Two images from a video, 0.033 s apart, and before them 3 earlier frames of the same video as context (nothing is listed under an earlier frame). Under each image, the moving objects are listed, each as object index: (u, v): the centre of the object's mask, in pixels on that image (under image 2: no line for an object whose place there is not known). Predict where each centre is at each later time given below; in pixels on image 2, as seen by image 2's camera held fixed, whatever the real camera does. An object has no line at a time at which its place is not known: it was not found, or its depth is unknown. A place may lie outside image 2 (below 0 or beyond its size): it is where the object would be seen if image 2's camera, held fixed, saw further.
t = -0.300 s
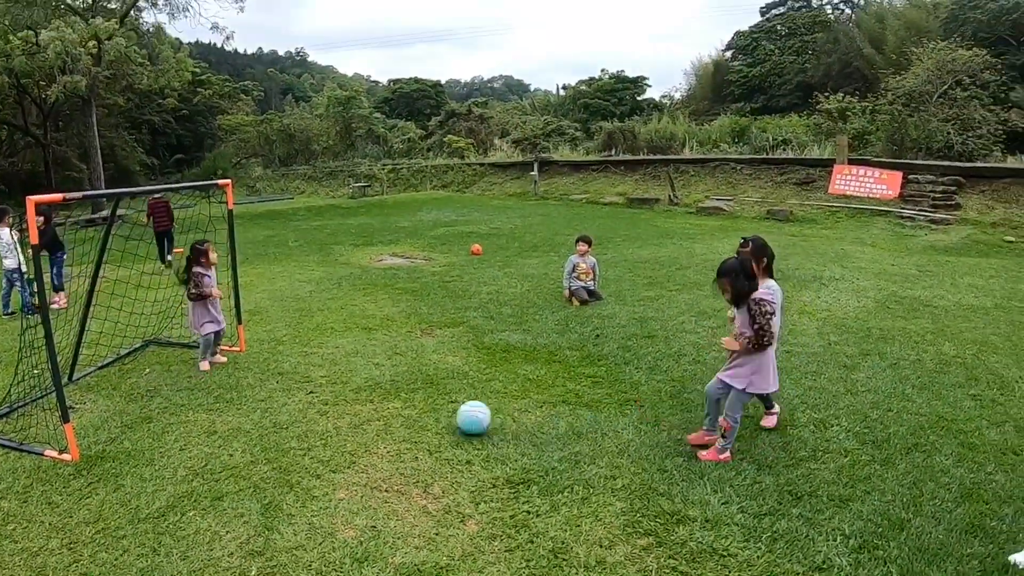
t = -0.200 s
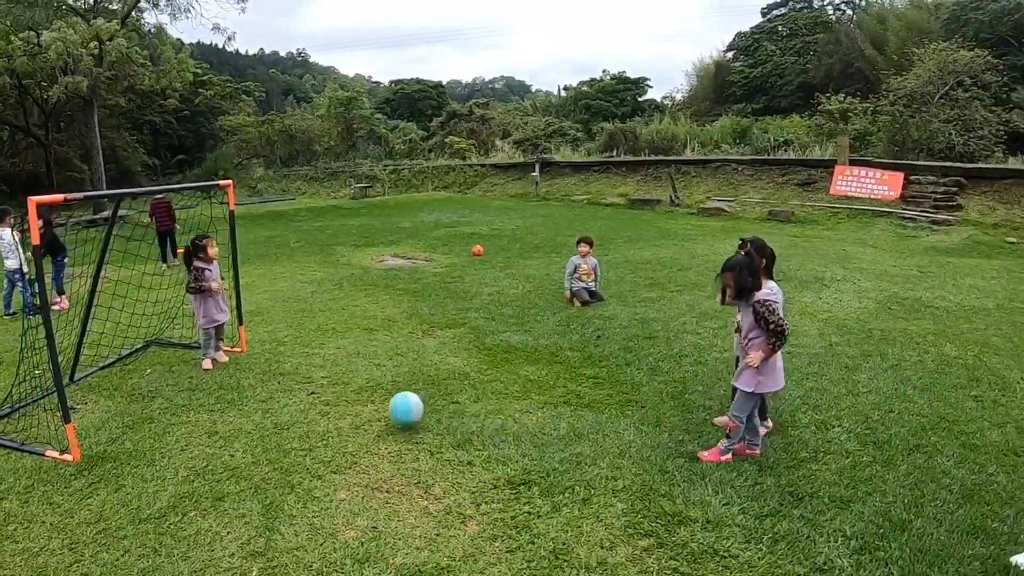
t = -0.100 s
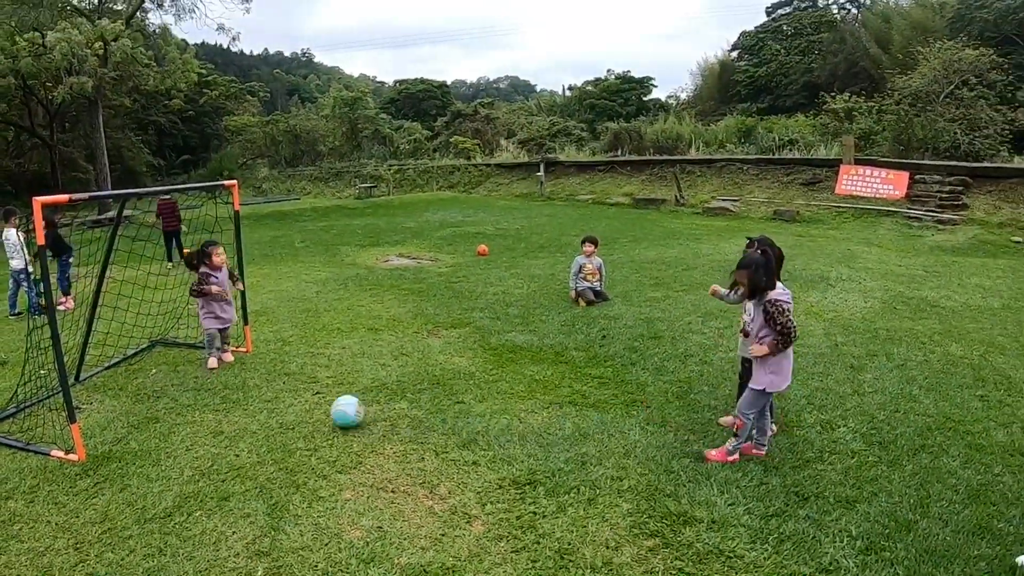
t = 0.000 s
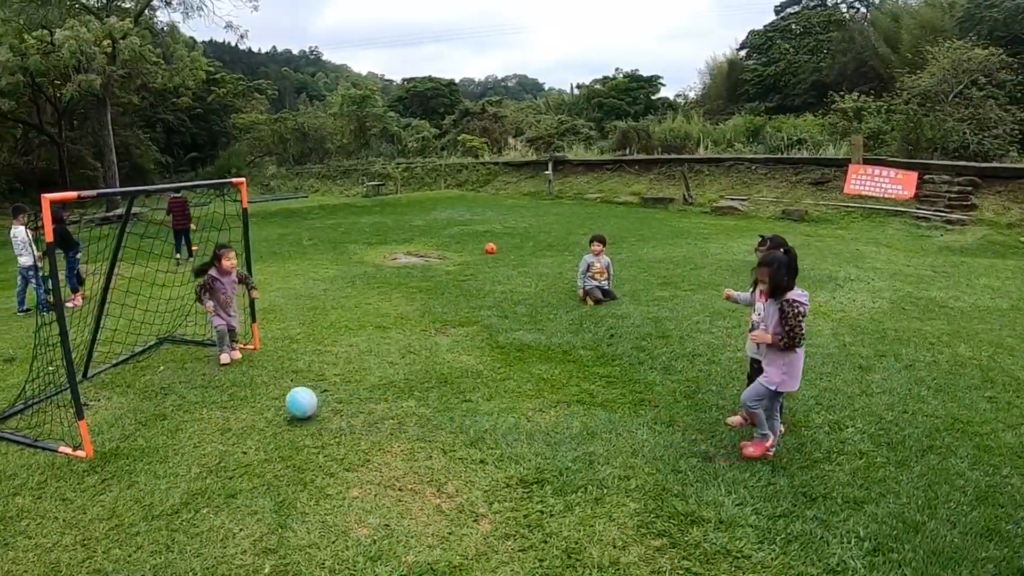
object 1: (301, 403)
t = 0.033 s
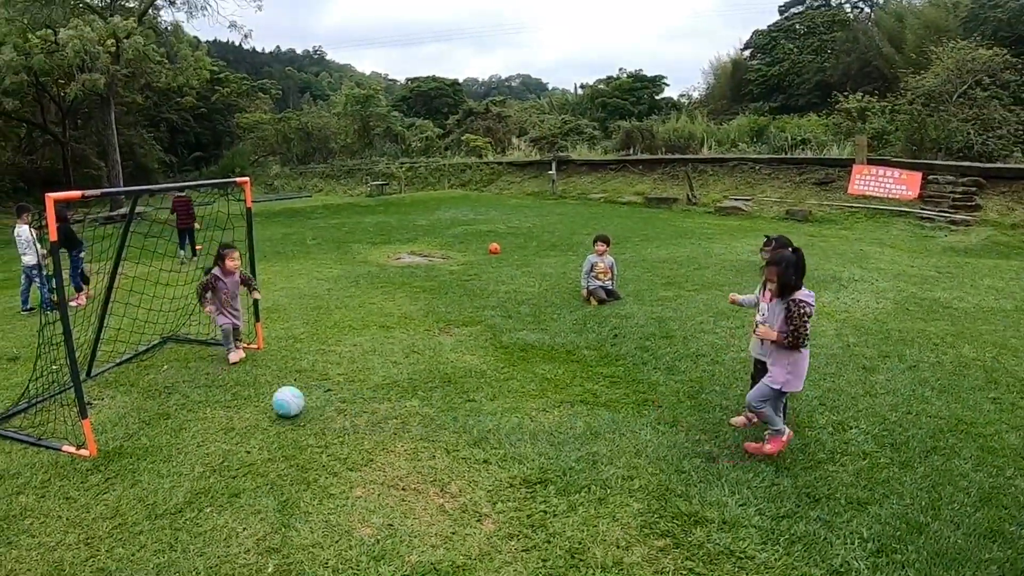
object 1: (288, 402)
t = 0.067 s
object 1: (273, 400)
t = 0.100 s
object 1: (257, 397)
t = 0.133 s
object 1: (243, 394)
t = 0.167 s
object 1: (229, 395)
